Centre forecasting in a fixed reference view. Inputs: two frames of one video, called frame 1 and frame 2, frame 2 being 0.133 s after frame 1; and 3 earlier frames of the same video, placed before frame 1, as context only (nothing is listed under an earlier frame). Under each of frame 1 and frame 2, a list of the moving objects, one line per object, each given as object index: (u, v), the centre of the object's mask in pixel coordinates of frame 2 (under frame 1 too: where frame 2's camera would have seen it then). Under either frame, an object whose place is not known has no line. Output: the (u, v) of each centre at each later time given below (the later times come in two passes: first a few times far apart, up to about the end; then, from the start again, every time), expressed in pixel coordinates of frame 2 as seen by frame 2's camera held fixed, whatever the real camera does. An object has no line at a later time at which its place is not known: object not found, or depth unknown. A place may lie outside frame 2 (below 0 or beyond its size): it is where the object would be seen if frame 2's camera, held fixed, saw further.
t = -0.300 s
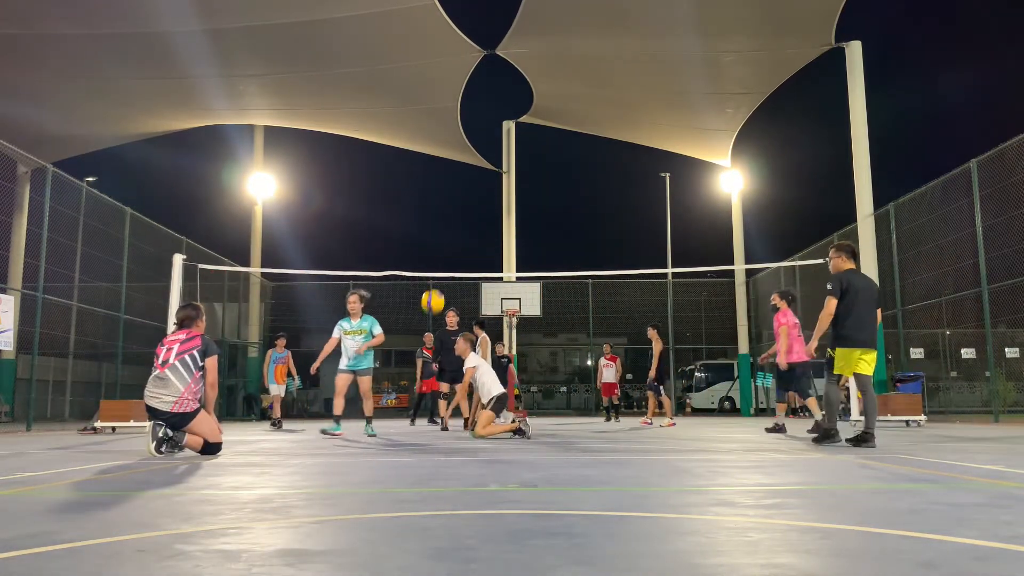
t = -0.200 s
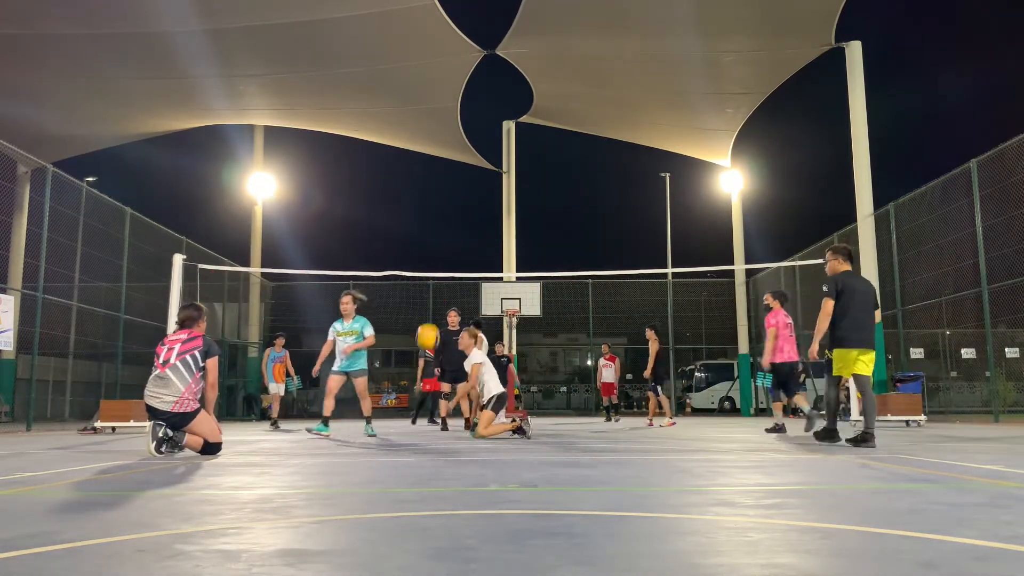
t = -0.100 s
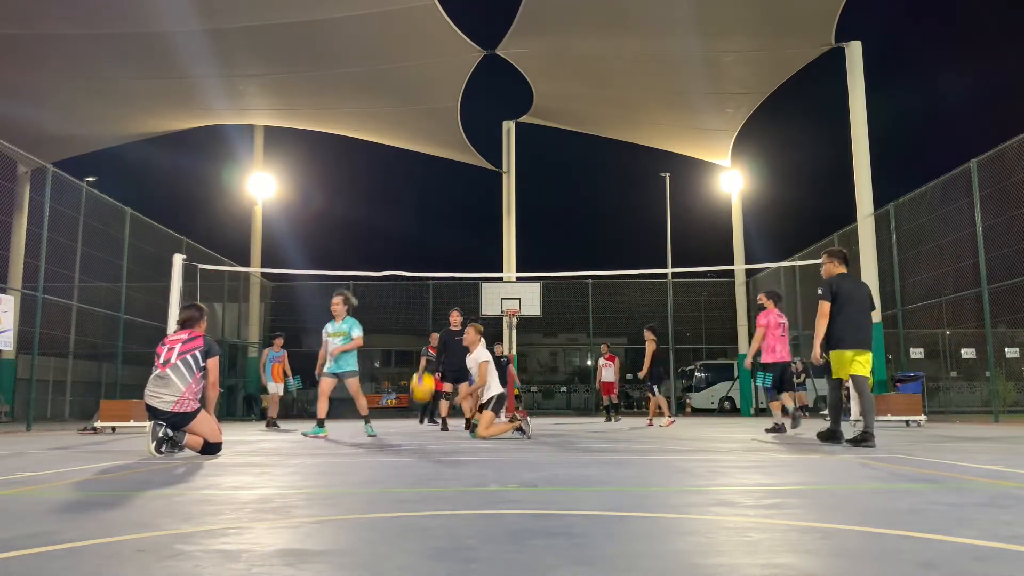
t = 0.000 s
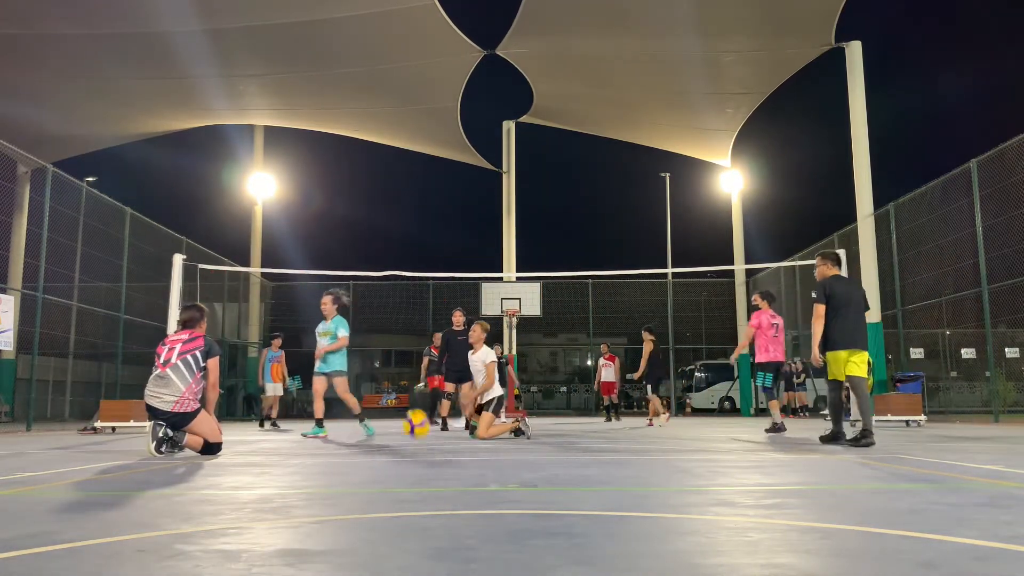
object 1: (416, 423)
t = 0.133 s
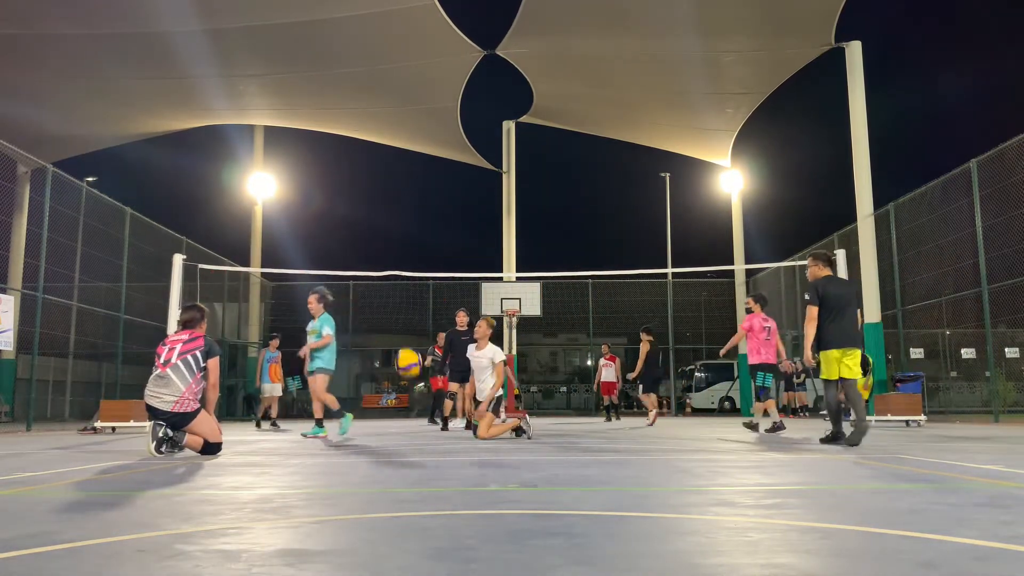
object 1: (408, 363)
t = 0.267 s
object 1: (400, 319)
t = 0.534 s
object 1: (382, 295)
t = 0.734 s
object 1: (367, 343)
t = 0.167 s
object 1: (406, 348)
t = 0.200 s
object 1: (404, 338)
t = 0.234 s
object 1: (402, 328)
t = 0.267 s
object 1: (400, 319)
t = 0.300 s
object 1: (398, 311)
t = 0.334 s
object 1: (396, 305)
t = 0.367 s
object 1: (394, 300)
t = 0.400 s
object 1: (392, 296)
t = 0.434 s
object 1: (389, 293)
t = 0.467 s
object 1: (387, 293)
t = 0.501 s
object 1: (385, 293)
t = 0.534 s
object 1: (382, 295)
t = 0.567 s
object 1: (380, 299)
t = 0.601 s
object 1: (377, 304)
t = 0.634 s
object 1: (375, 311)
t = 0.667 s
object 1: (373, 319)
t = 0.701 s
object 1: (370, 330)
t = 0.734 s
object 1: (367, 343)
